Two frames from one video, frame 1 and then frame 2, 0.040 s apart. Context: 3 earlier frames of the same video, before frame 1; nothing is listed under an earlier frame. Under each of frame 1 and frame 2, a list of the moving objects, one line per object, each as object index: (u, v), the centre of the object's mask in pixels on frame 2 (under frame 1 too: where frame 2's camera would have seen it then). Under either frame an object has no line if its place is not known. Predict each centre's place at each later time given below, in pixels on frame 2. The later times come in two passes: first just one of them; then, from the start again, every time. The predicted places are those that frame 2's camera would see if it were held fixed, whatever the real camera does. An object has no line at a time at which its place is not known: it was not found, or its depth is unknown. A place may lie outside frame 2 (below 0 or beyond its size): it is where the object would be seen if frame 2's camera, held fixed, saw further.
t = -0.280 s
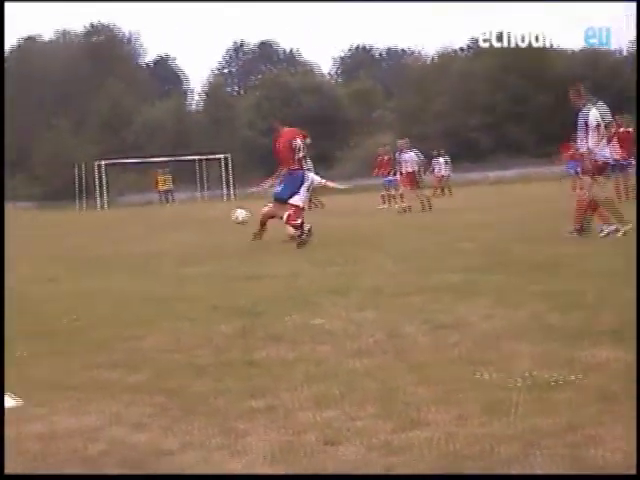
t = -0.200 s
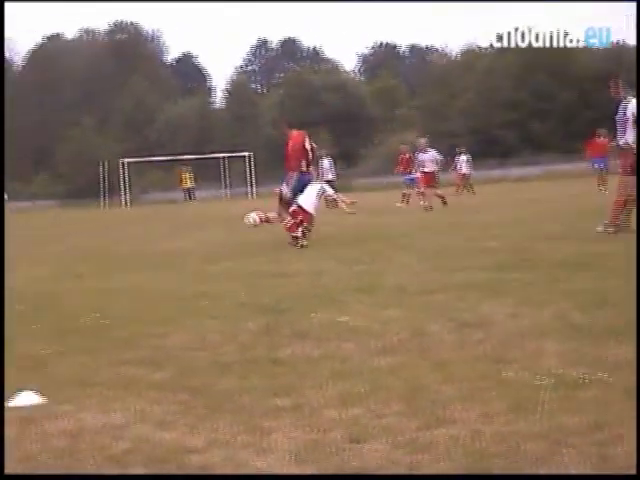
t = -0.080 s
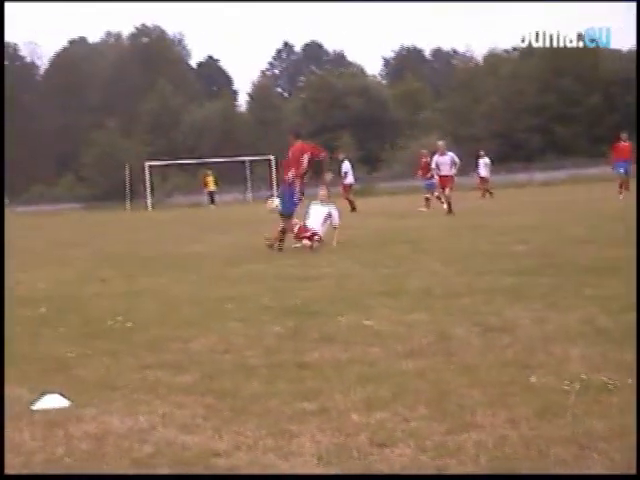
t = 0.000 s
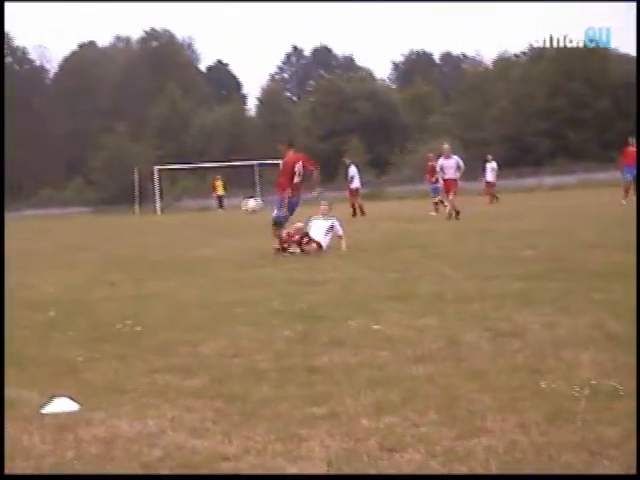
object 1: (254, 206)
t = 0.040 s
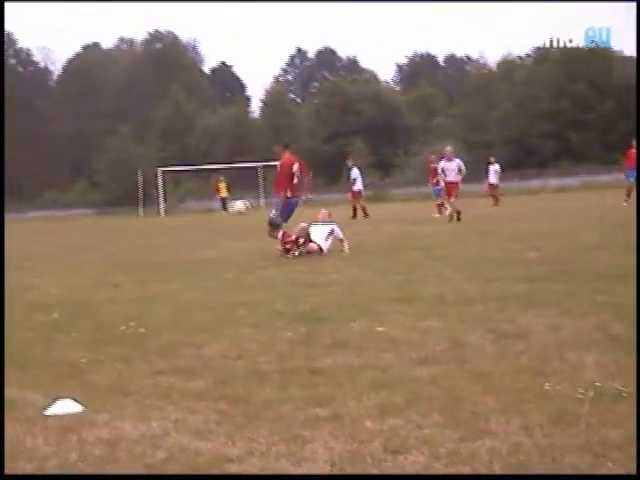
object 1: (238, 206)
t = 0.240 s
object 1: (169, 222)
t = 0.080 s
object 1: (223, 210)
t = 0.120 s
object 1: (211, 211)
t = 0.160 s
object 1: (199, 214)
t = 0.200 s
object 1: (184, 218)
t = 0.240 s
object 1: (169, 222)
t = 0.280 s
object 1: (156, 227)
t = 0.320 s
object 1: (142, 232)
